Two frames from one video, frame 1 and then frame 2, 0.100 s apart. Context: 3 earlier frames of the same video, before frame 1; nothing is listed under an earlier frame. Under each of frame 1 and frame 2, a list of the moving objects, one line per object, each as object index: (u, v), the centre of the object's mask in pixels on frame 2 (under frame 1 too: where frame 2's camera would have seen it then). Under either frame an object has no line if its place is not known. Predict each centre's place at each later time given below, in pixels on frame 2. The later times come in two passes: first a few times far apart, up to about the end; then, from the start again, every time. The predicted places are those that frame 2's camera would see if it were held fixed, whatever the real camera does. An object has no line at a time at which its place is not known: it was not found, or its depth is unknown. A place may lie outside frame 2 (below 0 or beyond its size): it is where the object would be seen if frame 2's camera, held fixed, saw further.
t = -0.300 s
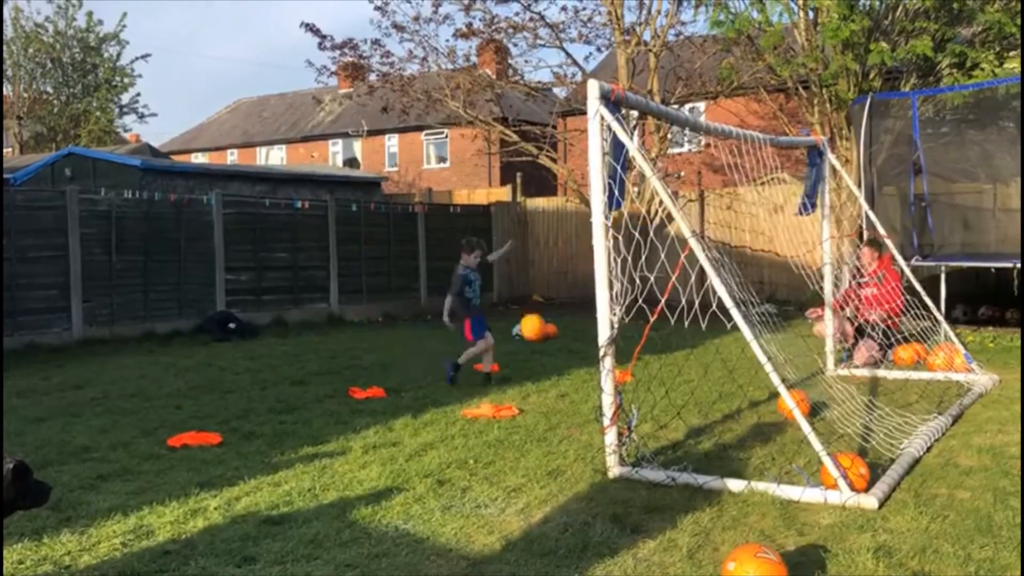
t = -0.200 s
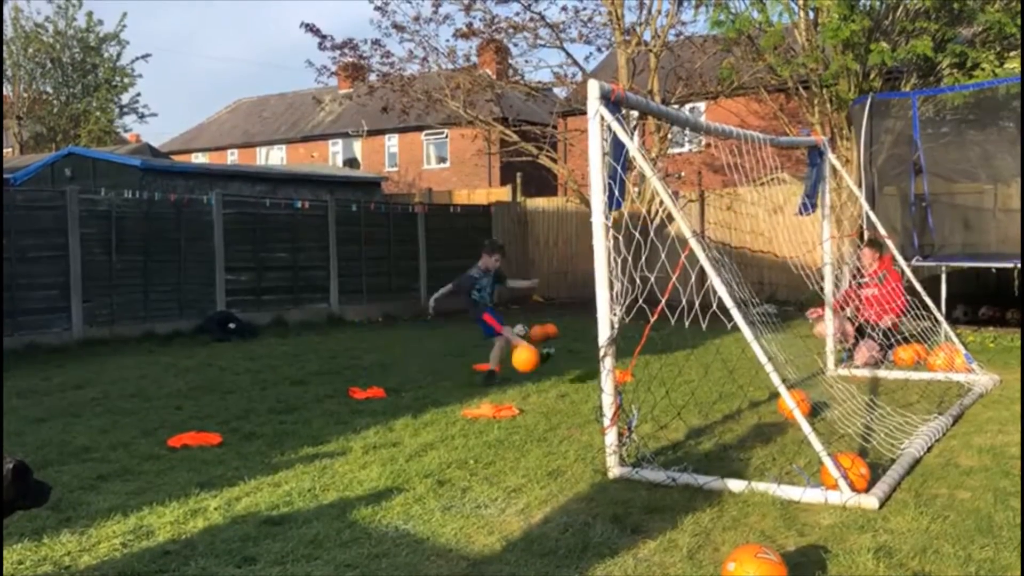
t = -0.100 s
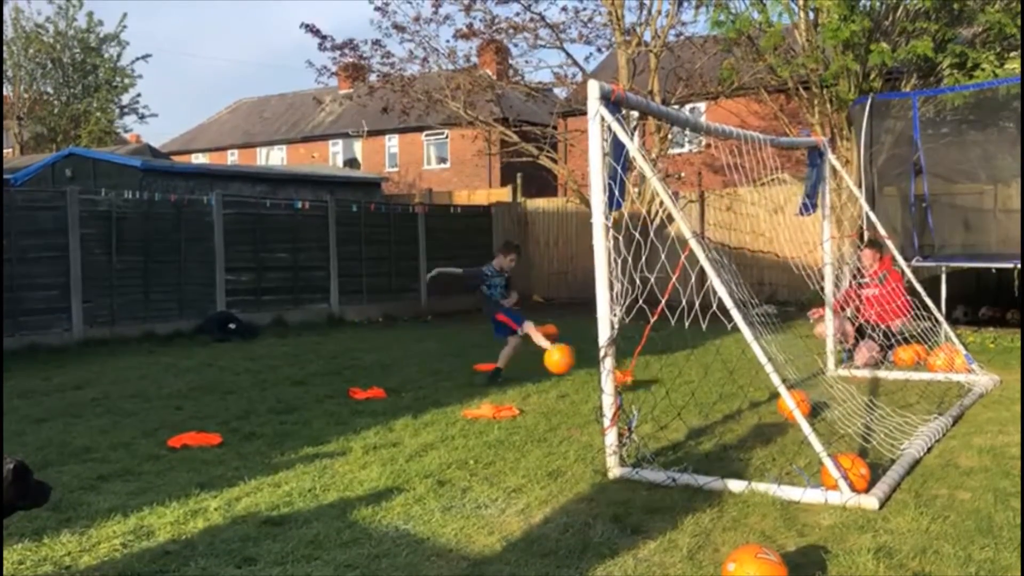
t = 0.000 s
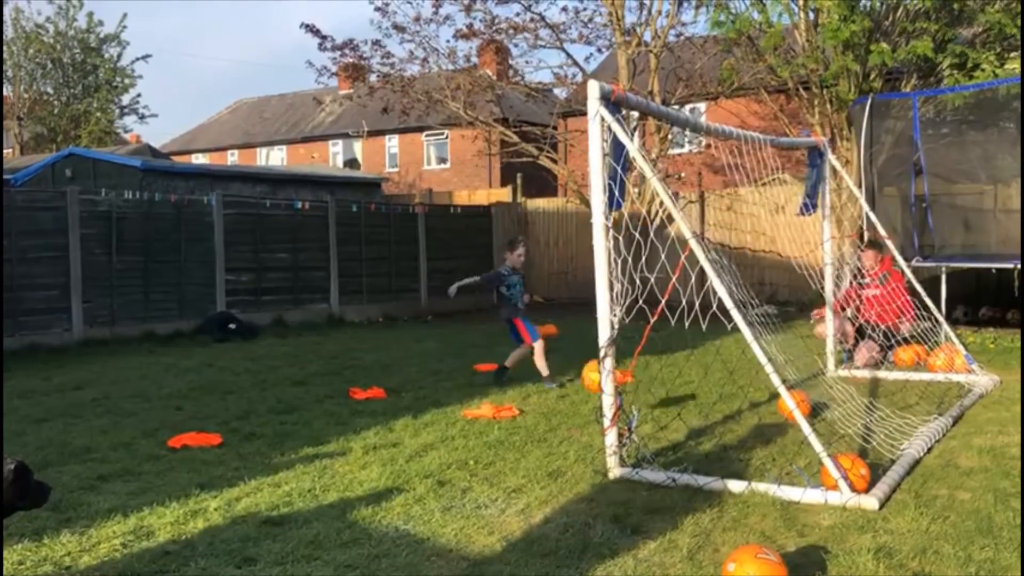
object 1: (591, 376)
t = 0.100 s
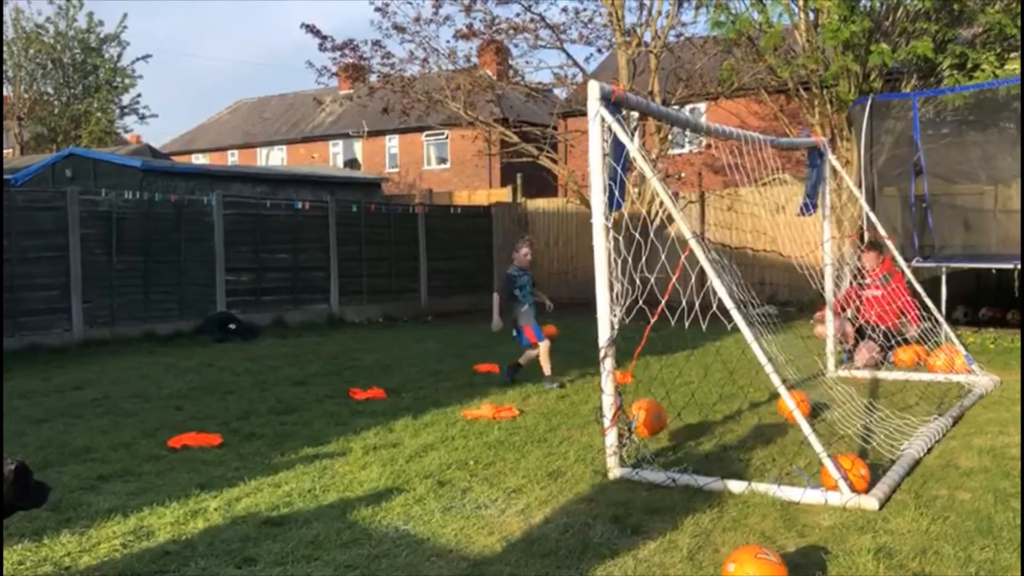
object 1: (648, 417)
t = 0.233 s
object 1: (691, 440)
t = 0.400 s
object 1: (758, 386)
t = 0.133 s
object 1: (665, 437)
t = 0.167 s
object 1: (679, 450)
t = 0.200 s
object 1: (685, 444)
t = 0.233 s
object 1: (691, 440)
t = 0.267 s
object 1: (699, 434)
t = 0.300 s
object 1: (712, 425)
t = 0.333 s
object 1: (728, 410)
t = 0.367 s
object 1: (746, 398)
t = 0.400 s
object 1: (758, 386)
